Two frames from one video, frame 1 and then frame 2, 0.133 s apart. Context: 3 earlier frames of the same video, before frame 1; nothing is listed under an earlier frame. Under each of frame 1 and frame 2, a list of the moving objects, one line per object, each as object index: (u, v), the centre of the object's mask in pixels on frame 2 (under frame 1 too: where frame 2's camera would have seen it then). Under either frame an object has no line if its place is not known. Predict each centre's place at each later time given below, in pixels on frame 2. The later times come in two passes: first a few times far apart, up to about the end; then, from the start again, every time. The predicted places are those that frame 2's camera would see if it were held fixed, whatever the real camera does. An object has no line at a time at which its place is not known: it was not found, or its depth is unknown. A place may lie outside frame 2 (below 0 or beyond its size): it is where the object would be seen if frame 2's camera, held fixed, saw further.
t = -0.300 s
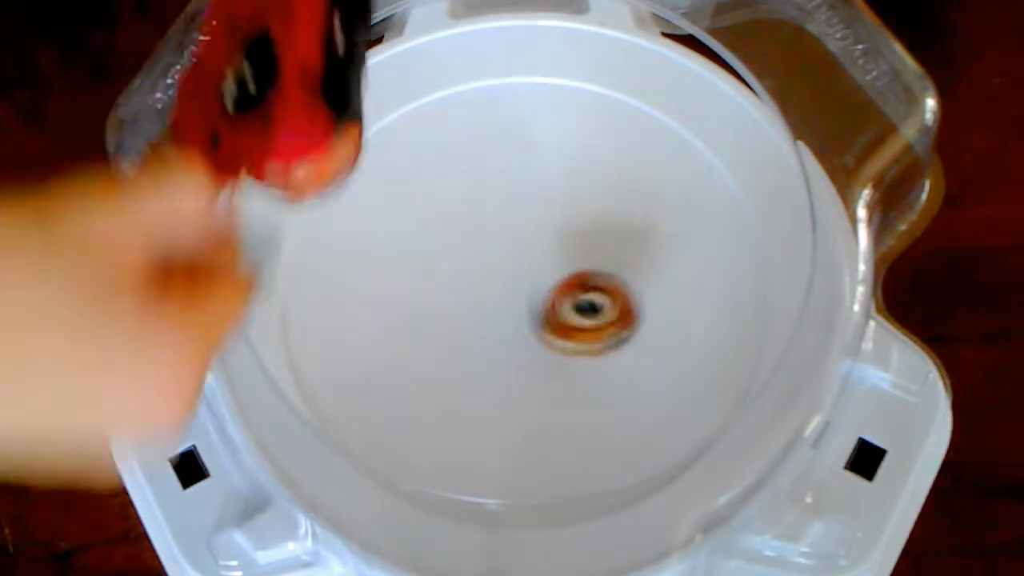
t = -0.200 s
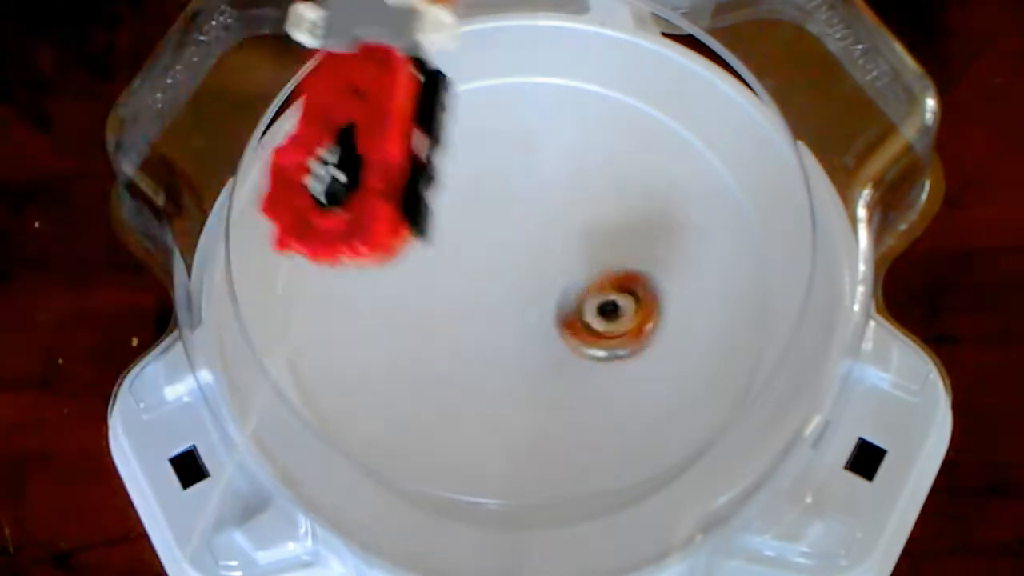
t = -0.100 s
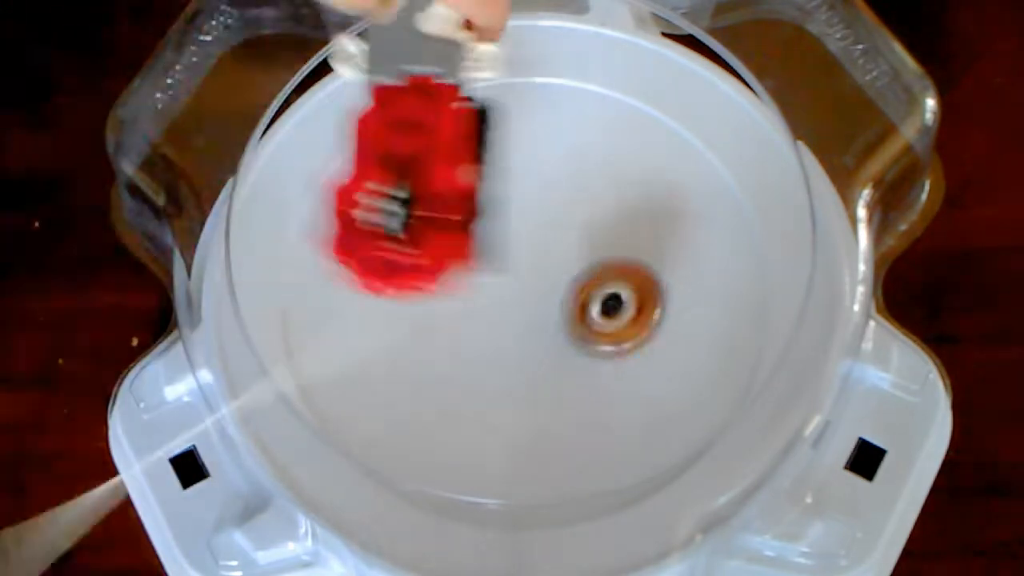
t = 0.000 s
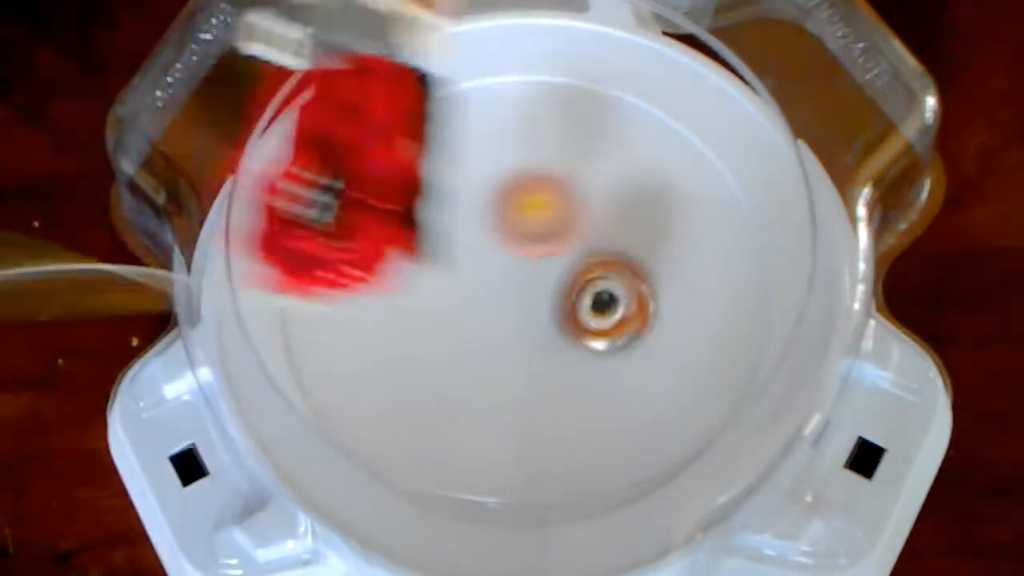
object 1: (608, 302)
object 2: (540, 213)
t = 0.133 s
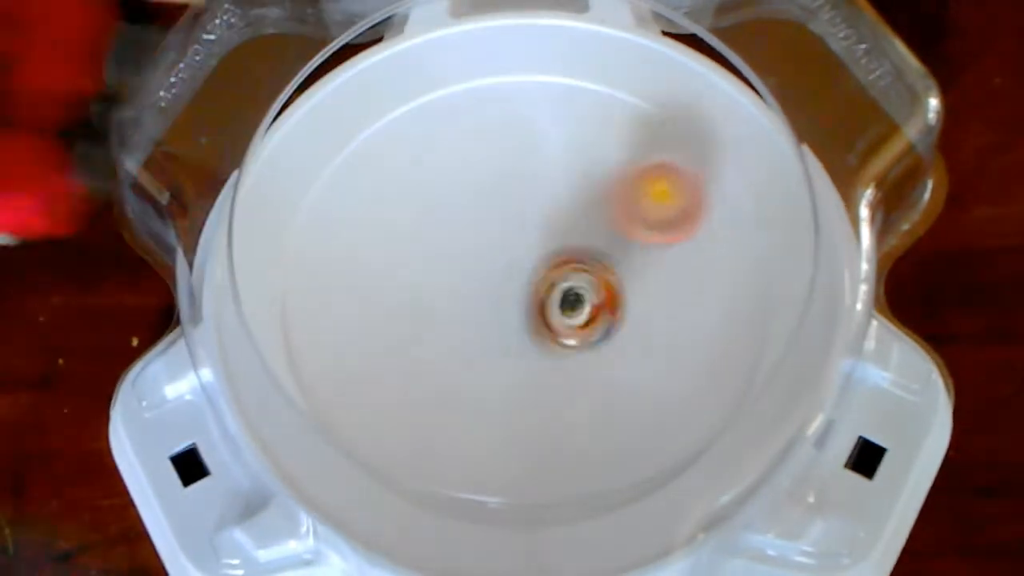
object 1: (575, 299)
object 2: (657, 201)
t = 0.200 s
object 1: (561, 303)
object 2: (677, 198)
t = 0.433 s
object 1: (503, 319)
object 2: (601, 195)
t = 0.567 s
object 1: (487, 336)
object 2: (508, 216)
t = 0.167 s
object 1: (567, 302)
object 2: (668, 197)
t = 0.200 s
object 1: (561, 303)
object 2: (677, 198)
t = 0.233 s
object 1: (554, 302)
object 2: (682, 201)
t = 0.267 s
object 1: (545, 301)
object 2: (682, 201)
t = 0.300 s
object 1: (534, 306)
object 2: (678, 201)
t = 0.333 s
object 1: (526, 311)
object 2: (668, 199)
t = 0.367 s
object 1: (521, 314)
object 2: (650, 197)
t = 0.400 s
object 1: (513, 315)
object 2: (627, 194)
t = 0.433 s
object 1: (503, 319)
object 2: (601, 195)
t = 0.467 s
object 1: (497, 326)
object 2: (573, 199)
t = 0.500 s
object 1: (494, 331)
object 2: (549, 202)
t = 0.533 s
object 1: (492, 335)
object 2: (526, 206)
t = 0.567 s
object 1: (487, 336)
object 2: (508, 216)
